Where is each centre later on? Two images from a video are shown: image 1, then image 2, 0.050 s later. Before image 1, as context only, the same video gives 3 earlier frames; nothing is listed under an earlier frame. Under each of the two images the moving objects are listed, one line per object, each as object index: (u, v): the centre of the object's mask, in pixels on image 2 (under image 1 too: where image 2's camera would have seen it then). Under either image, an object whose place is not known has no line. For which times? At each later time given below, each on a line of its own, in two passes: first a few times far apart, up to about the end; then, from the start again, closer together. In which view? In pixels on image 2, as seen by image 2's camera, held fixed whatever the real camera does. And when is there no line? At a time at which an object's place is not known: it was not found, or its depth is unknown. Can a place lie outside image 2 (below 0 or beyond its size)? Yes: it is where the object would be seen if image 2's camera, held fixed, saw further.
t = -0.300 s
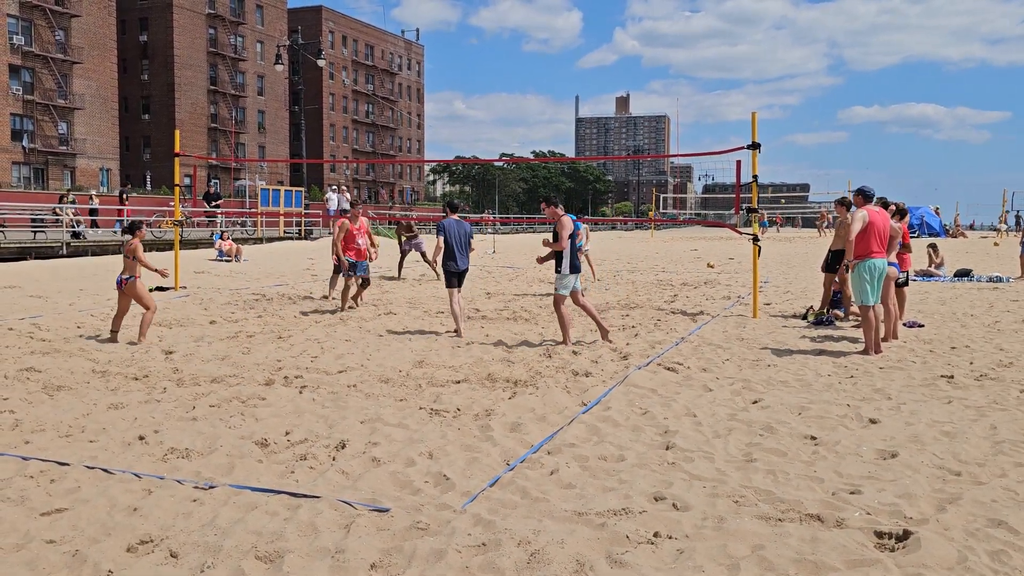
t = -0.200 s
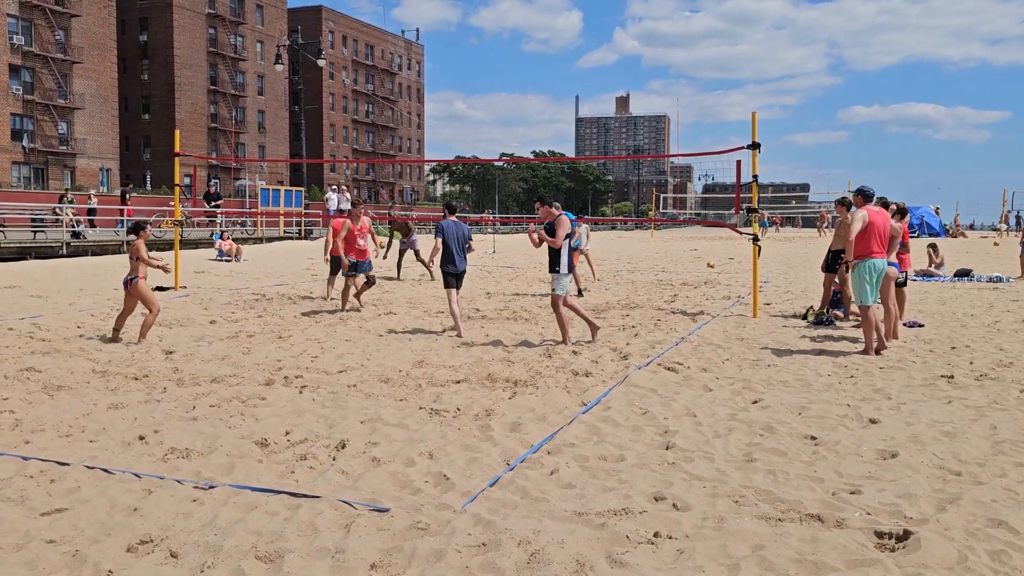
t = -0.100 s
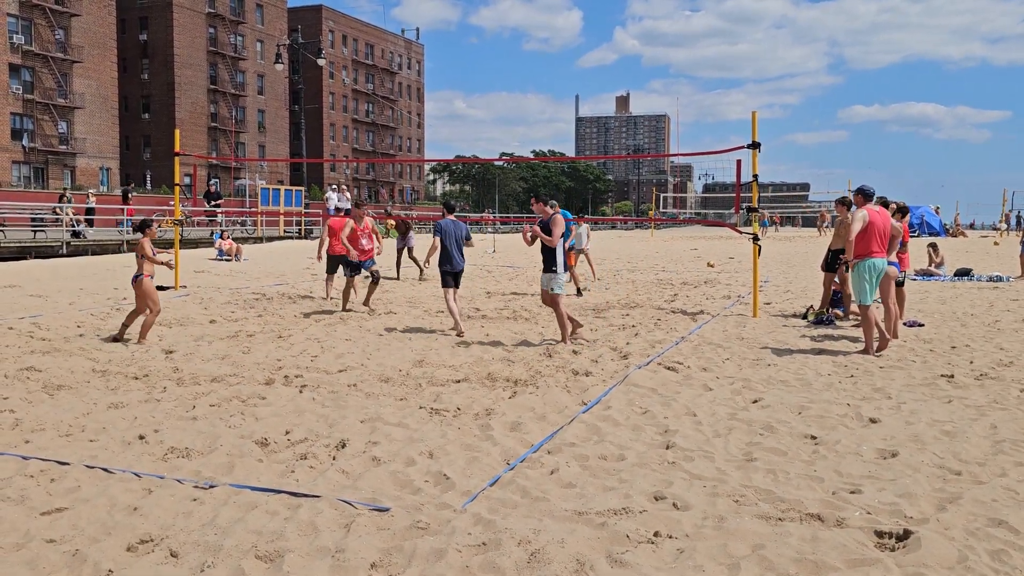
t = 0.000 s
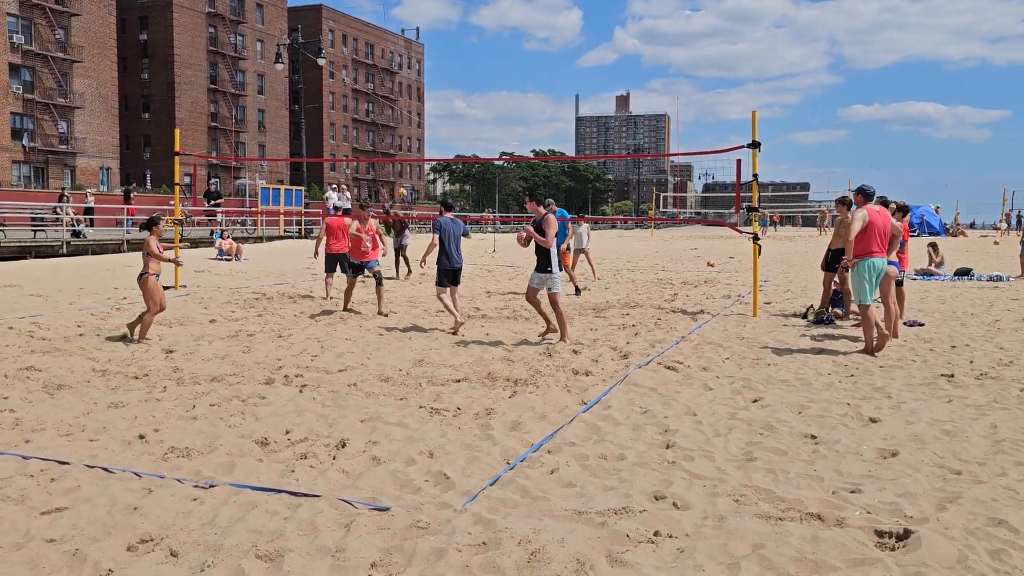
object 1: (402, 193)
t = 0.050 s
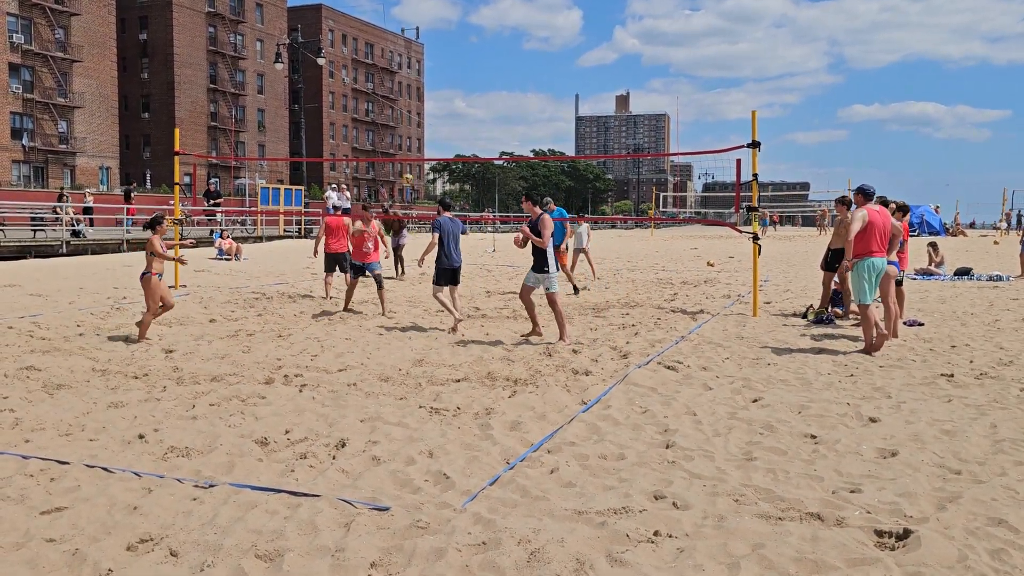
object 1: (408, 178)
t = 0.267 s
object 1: (435, 127)
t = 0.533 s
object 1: (475, 89)
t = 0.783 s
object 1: (517, 83)
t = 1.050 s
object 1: (566, 117)
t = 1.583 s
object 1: (653, 256)
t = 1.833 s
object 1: (672, 289)
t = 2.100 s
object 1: (681, 278)
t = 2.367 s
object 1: (689, 298)
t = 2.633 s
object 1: (698, 297)
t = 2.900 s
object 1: (711, 296)
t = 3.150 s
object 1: (718, 296)
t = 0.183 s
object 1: (425, 145)
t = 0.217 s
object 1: (429, 138)
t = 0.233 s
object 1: (431, 134)
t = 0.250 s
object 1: (433, 131)
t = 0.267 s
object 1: (435, 127)
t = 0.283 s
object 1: (438, 124)
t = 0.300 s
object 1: (440, 121)
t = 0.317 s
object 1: (443, 118)
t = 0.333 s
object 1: (445, 115)
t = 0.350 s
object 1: (447, 112)
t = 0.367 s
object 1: (450, 110)
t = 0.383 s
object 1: (452, 107)
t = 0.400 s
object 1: (455, 104)
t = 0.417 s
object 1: (457, 102)
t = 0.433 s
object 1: (460, 100)
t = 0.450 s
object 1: (462, 98)
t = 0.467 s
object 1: (464, 96)
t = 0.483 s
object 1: (467, 94)
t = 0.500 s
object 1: (470, 92)
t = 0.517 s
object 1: (472, 91)
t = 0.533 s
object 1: (475, 89)
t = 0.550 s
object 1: (478, 88)
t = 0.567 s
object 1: (480, 86)
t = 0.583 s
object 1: (483, 85)
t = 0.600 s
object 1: (486, 84)
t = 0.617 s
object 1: (488, 83)
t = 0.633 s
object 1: (491, 83)
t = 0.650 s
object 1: (494, 82)
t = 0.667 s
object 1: (497, 82)
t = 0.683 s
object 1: (499, 81)
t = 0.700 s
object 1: (502, 81)
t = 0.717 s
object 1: (505, 82)
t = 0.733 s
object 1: (508, 82)
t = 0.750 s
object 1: (510, 82)
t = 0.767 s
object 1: (514, 82)
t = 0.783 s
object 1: (517, 83)
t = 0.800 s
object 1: (519, 84)
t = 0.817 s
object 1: (523, 85)
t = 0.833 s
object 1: (526, 86)
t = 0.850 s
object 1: (529, 87)
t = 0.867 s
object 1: (531, 89)
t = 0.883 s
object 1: (535, 91)
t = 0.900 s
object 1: (538, 92)
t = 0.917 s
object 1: (541, 95)
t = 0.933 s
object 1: (544, 97)
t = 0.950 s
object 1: (547, 99)
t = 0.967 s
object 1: (550, 101)
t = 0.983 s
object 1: (554, 104)
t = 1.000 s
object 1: (557, 107)
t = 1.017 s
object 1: (560, 110)
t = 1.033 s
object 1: (563, 113)
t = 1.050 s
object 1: (566, 117)
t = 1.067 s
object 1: (570, 120)
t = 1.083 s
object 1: (573, 124)
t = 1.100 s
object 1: (577, 128)
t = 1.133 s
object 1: (583, 136)
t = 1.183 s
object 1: (594, 150)
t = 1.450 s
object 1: (638, 227)
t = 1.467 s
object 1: (640, 230)
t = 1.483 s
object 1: (642, 233)
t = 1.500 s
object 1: (644, 237)
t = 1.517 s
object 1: (645, 240)
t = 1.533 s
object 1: (647, 244)
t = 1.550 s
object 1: (649, 248)
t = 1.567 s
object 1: (651, 252)
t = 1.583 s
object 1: (653, 256)
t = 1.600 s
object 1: (655, 260)
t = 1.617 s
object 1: (656, 264)
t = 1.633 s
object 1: (658, 269)
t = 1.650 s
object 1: (660, 274)
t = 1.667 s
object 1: (662, 278)
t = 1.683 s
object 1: (663, 284)
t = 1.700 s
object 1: (665, 288)
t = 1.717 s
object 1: (667, 294)
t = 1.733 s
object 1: (669, 298)
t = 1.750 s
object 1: (669, 302)
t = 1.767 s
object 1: (671, 298)
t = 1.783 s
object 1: (671, 296)
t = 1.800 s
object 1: (671, 294)
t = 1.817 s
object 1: (672, 292)
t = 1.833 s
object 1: (672, 289)
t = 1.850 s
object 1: (673, 287)
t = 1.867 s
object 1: (674, 286)
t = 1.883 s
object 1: (674, 284)
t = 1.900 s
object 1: (675, 282)
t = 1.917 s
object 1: (675, 281)
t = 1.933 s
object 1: (676, 280)
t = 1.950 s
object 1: (676, 279)
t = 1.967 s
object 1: (677, 278)
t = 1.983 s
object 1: (677, 278)
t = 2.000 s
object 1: (678, 276)
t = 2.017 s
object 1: (678, 276)
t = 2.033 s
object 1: (679, 276)
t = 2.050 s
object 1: (679, 277)
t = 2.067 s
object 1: (680, 276)
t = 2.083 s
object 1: (680, 277)
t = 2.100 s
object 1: (681, 278)
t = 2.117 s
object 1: (681, 278)
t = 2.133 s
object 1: (682, 279)
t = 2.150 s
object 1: (682, 280)
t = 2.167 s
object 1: (683, 281)
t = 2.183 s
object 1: (684, 283)
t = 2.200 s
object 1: (684, 284)
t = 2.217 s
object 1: (685, 285)
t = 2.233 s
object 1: (685, 287)
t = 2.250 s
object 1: (686, 288)
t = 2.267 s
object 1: (687, 292)
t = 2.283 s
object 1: (687, 294)
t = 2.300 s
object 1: (687, 296)
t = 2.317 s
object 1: (688, 298)
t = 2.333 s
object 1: (689, 299)
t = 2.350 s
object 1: (689, 299)
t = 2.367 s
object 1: (689, 298)
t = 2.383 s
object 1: (690, 298)
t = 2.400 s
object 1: (690, 298)
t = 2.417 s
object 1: (691, 298)
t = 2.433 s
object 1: (691, 298)
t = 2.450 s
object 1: (692, 297)
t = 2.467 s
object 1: (692, 297)
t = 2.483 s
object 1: (692, 297)
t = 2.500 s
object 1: (693, 297)
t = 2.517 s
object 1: (694, 297)
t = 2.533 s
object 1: (694, 297)
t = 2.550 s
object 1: (695, 297)
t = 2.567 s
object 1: (695, 297)
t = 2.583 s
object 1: (696, 298)
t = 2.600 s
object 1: (697, 298)
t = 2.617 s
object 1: (697, 297)
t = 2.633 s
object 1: (698, 297)
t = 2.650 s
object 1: (699, 297)
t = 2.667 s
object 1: (700, 297)
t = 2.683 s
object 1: (700, 297)
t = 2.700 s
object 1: (701, 297)
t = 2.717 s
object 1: (702, 297)
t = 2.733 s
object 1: (703, 298)
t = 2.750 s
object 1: (704, 298)
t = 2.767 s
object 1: (705, 297)
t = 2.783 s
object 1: (706, 297)
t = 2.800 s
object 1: (706, 297)
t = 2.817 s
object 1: (707, 297)
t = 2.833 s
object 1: (708, 297)
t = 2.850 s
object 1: (709, 296)
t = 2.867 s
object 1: (709, 297)
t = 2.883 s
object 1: (710, 296)
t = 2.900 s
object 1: (711, 296)
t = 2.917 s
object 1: (711, 296)
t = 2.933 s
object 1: (712, 296)
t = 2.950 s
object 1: (712, 296)
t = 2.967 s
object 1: (713, 296)
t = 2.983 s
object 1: (713, 296)
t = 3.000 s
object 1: (714, 296)
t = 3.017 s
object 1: (715, 296)
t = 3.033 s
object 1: (715, 296)
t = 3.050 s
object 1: (716, 295)
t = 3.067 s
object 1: (716, 296)
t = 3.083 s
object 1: (716, 296)
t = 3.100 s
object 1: (717, 297)
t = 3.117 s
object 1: (717, 297)
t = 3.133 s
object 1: (718, 296)
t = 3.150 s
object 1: (718, 296)
